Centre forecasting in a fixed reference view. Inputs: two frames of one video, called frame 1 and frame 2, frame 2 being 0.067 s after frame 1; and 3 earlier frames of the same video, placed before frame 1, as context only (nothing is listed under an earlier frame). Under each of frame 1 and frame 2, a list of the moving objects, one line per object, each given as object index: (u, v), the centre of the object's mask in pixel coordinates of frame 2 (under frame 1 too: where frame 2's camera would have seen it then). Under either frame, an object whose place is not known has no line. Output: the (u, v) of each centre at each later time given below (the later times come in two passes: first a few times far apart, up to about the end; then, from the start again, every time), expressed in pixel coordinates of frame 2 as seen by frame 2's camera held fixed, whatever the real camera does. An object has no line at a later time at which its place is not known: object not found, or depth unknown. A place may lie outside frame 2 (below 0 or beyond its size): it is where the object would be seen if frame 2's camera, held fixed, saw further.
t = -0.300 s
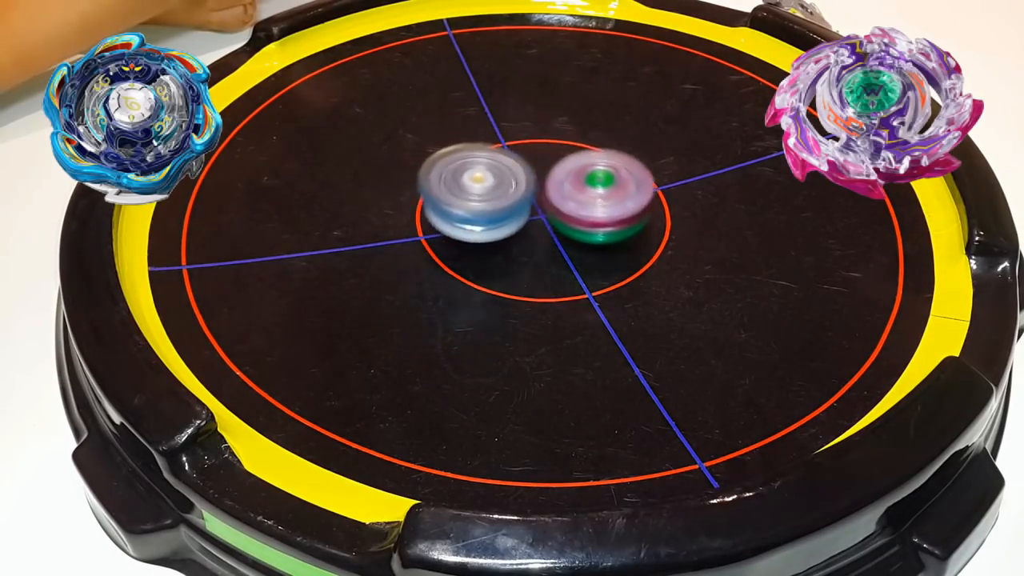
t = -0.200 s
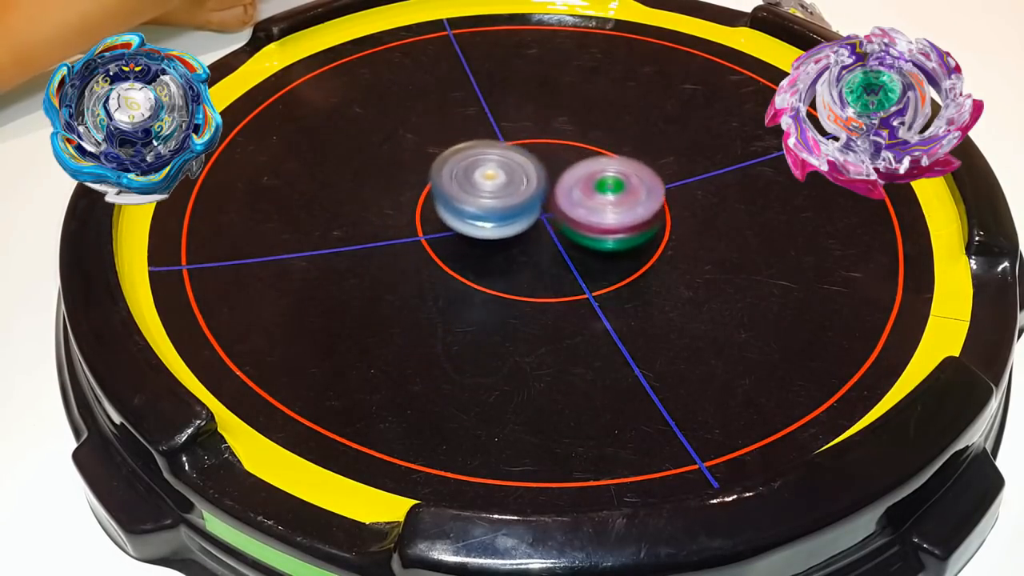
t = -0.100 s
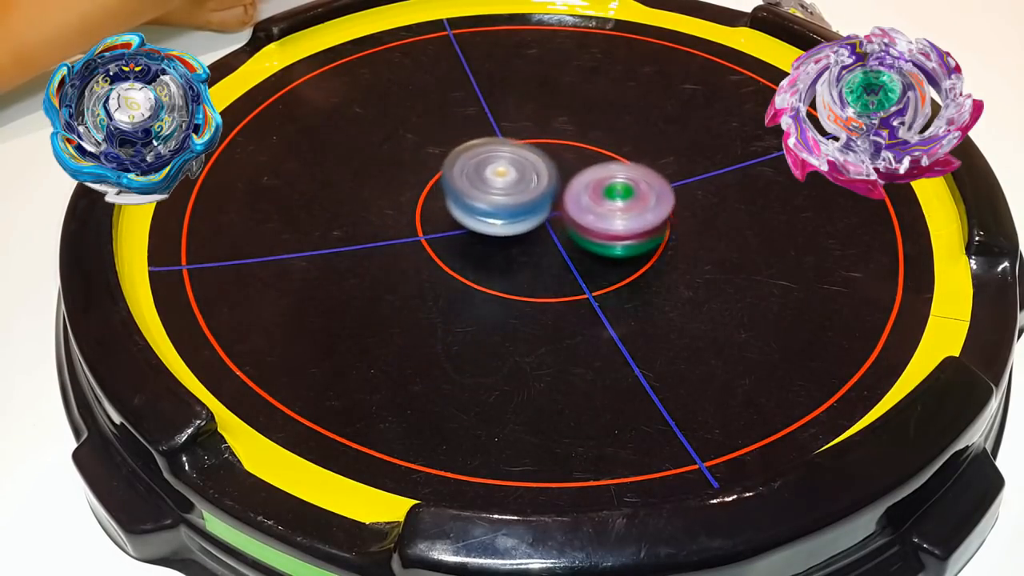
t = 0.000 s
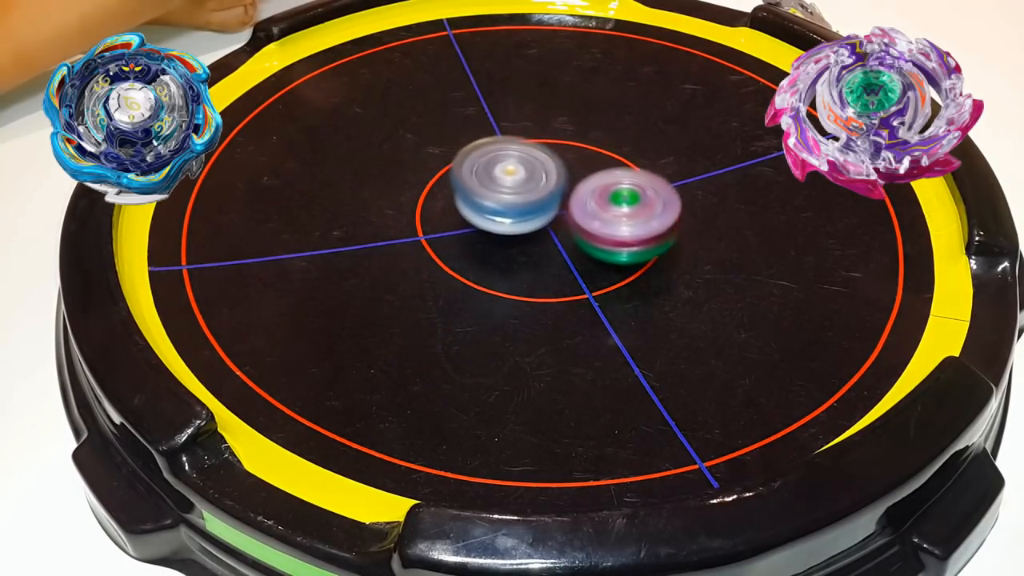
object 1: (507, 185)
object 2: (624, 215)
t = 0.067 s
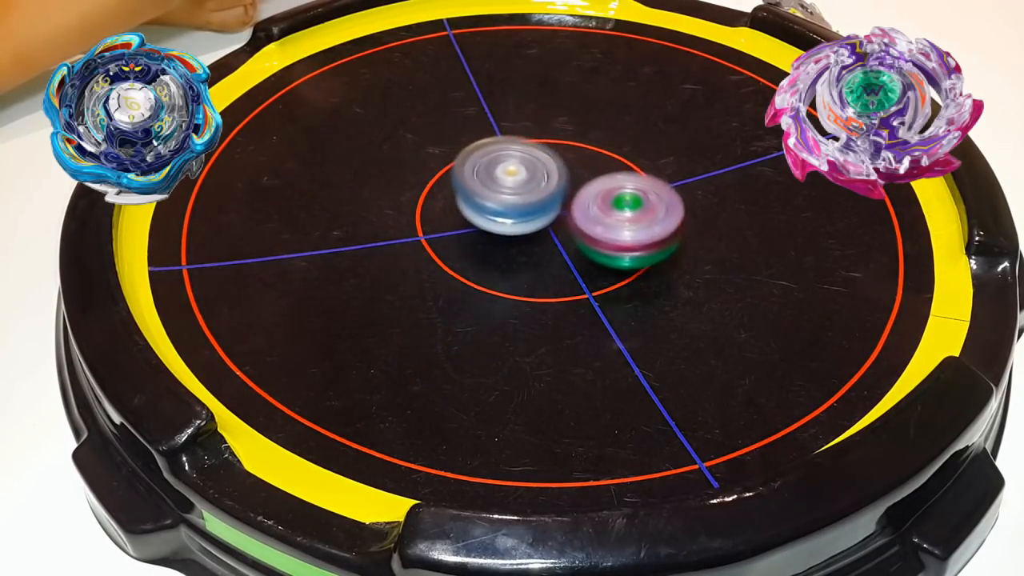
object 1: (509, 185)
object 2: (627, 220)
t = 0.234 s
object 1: (517, 185)
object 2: (626, 229)
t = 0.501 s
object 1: (532, 177)
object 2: (621, 240)
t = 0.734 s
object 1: (532, 163)
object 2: (598, 241)
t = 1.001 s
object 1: (528, 155)
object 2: (569, 234)
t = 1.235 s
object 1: (524, 145)
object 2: (555, 224)
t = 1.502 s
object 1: (516, 128)
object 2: (547, 207)
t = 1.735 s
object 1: (509, 117)
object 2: (546, 193)
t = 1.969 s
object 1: (501, 101)
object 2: (537, 178)
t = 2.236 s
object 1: (521, 90)
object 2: (527, 175)
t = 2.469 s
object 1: (528, 94)
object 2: (516, 178)
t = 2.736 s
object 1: (545, 98)
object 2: (513, 179)
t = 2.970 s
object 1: (563, 108)
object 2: (526, 182)
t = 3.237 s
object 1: (573, 127)
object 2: (520, 199)
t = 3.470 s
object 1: (577, 139)
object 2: (515, 207)
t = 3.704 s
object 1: (581, 149)
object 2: (504, 211)
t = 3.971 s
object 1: (589, 160)
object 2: (492, 209)
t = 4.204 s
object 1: (594, 159)
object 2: (490, 197)
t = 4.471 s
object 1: (614, 157)
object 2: (487, 182)
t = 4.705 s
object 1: (646, 162)
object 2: (477, 173)
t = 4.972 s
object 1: (648, 172)
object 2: (501, 166)
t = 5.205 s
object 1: (642, 186)
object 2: (529, 166)
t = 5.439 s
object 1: (636, 207)
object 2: (539, 165)
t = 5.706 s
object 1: (621, 227)
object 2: (553, 163)
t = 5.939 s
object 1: (596, 236)
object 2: (566, 159)
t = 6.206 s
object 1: (554, 236)
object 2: (575, 159)
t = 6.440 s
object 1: (516, 225)
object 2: (577, 160)
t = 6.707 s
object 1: (482, 203)
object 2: (579, 162)
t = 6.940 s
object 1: (464, 181)
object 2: (580, 167)
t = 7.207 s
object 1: (473, 157)
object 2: (590, 164)
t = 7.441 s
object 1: (481, 139)
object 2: (593, 163)
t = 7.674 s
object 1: (489, 126)
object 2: (589, 169)
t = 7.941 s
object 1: (507, 112)
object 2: (572, 185)
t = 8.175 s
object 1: (528, 110)
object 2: (551, 203)
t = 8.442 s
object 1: (546, 121)
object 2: (520, 204)
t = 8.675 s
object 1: (558, 135)
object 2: (493, 200)
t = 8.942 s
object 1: (568, 147)
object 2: (458, 193)
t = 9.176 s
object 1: (574, 156)
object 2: (444, 179)
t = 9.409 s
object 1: (572, 168)
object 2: (458, 163)
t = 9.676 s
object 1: (583, 193)
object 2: (481, 155)
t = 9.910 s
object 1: (577, 217)
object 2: (507, 155)
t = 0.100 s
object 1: (509, 185)
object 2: (627, 222)
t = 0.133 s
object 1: (510, 185)
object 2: (628, 224)
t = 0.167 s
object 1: (512, 185)
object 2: (628, 225)
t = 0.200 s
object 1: (514, 186)
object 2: (627, 227)
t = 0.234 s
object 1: (517, 185)
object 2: (626, 229)
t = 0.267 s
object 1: (519, 184)
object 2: (626, 230)
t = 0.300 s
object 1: (522, 183)
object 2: (626, 232)
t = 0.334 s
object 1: (524, 182)
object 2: (625, 234)
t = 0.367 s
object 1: (527, 180)
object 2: (625, 235)
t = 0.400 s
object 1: (529, 179)
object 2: (623, 236)
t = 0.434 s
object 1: (530, 178)
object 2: (624, 238)
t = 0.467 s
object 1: (531, 178)
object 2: (623, 240)
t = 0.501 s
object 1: (532, 177)
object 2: (621, 240)
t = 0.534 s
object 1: (533, 175)
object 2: (619, 241)
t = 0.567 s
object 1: (535, 173)
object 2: (617, 242)
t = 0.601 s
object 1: (537, 171)
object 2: (614, 242)
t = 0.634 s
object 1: (537, 169)
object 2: (611, 242)
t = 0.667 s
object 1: (534, 167)
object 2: (606, 242)
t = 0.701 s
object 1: (533, 165)
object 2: (602, 242)
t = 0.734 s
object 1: (532, 163)
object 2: (598, 241)
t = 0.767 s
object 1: (532, 162)
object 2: (594, 241)
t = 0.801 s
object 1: (531, 161)
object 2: (590, 240)
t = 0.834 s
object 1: (530, 160)
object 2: (587, 240)
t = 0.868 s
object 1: (530, 159)
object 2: (584, 239)
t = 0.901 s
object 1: (529, 159)
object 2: (582, 238)
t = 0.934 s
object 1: (529, 158)
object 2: (578, 237)
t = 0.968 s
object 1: (528, 157)
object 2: (573, 234)
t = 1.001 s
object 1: (528, 155)
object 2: (569, 234)
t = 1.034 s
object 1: (526, 154)
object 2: (566, 233)
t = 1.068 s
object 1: (527, 153)
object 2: (563, 232)
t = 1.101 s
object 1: (527, 151)
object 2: (560, 232)
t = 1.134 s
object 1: (526, 149)
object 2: (559, 231)
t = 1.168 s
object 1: (525, 148)
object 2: (558, 230)
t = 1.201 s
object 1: (525, 146)
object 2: (556, 227)
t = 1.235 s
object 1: (524, 145)
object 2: (555, 224)
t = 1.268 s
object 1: (523, 142)
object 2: (554, 223)
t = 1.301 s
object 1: (521, 139)
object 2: (554, 223)
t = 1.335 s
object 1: (519, 136)
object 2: (553, 221)
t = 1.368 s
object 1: (519, 134)
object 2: (552, 218)
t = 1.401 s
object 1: (518, 132)
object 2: (551, 216)
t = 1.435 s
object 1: (517, 131)
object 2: (550, 212)
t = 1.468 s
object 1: (517, 130)
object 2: (548, 209)
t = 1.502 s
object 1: (516, 128)
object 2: (547, 207)
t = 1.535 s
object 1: (515, 126)
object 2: (546, 205)
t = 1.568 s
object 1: (514, 124)
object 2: (546, 203)
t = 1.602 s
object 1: (513, 123)
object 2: (545, 201)
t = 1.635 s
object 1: (512, 121)
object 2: (545, 200)
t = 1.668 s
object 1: (509, 120)
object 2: (545, 198)
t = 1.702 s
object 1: (509, 118)
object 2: (546, 195)
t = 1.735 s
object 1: (509, 117)
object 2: (546, 193)
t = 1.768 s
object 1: (507, 113)
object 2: (547, 193)
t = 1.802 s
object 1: (505, 110)
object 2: (547, 191)
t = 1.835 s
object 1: (503, 107)
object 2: (547, 189)
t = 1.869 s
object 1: (503, 106)
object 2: (545, 186)
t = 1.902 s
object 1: (502, 104)
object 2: (542, 182)
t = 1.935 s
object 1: (501, 103)
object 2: (538, 178)
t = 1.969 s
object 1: (501, 101)
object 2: (537, 178)
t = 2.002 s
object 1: (502, 100)
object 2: (538, 178)
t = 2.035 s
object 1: (502, 99)
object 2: (539, 176)
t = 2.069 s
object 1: (502, 97)
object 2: (538, 173)
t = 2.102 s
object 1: (505, 95)
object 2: (536, 172)
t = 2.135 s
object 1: (511, 92)
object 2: (534, 174)
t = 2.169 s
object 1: (516, 91)
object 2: (532, 175)
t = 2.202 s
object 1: (519, 90)
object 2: (530, 175)
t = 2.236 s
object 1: (521, 90)
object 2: (527, 175)
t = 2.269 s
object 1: (523, 89)
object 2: (525, 175)
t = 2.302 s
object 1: (525, 90)
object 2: (523, 175)
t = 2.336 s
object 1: (526, 90)
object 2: (522, 176)
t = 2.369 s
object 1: (527, 91)
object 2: (520, 176)
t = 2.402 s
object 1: (527, 92)
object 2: (518, 177)
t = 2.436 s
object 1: (528, 93)
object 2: (517, 177)
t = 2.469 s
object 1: (528, 94)
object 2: (516, 178)
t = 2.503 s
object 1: (528, 96)
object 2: (514, 178)
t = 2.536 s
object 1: (529, 97)
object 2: (514, 179)
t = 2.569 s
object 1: (529, 97)
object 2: (513, 179)
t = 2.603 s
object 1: (531, 97)
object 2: (513, 179)
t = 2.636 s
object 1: (535, 96)
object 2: (513, 179)
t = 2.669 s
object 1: (539, 96)
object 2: (513, 179)
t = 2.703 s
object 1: (543, 96)
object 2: (513, 179)
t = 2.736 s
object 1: (545, 98)
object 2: (513, 179)
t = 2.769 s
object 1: (548, 99)
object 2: (514, 180)
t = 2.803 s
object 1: (551, 100)
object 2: (514, 181)
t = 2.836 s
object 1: (553, 103)
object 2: (515, 181)
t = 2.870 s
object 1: (555, 104)
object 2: (517, 181)
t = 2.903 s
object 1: (557, 106)
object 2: (522, 180)
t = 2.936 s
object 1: (560, 107)
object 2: (526, 180)
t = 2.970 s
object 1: (563, 108)
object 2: (526, 182)
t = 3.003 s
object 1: (565, 110)
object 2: (525, 185)
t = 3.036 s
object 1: (566, 113)
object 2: (523, 188)
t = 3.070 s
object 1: (567, 115)
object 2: (522, 190)
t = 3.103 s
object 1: (568, 118)
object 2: (522, 191)
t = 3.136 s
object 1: (569, 121)
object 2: (522, 193)
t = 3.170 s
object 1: (571, 123)
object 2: (521, 195)
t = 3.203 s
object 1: (572, 125)
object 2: (520, 198)
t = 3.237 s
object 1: (573, 127)
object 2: (520, 199)
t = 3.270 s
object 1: (574, 129)
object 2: (519, 200)
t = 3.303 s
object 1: (574, 131)
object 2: (519, 202)
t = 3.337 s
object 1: (574, 132)
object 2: (519, 203)
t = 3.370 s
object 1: (575, 134)
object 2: (518, 204)
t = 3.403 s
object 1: (576, 136)
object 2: (517, 205)
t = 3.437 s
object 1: (576, 137)
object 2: (516, 206)
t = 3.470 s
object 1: (577, 139)
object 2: (515, 207)
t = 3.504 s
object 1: (578, 140)
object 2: (514, 208)
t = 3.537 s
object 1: (578, 142)
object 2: (512, 208)
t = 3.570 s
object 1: (579, 143)
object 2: (510, 209)
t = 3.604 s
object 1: (580, 145)
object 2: (508, 211)
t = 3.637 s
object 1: (581, 146)
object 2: (506, 211)
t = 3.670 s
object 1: (581, 147)
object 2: (505, 211)
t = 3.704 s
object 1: (581, 149)
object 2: (504, 211)
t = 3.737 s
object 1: (581, 150)
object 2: (503, 211)
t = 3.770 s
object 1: (581, 152)
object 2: (501, 211)
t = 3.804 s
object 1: (582, 153)
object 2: (499, 210)
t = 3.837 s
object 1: (583, 155)
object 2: (498, 210)
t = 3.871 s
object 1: (584, 156)
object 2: (497, 210)
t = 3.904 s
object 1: (585, 158)
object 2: (496, 210)
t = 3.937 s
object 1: (586, 159)
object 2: (495, 209)
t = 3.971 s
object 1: (589, 160)
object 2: (492, 209)
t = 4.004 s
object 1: (591, 161)
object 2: (491, 208)
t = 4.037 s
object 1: (593, 160)
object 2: (490, 207)
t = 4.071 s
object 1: (593, 159)
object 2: (490, 205)
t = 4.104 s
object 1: (594, 159)
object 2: (490, 204)
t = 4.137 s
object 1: (594, 159)
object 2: (489, 202)
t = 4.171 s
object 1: (594, 159)
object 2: (489, 199)
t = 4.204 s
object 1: (594, 159)
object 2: (490, 197)
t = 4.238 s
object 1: (595, 159)
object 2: (490, 194)
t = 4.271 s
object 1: (596, 158)
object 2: (489, 192)
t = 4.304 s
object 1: (598, 158)
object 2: (489, 190)
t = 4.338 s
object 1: (599, 158)
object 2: (488, 189)
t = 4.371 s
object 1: (600, 157)
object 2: (488, 187)
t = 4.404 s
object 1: (600, 157)
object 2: (490, 186)
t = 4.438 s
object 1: (602, 157)
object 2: (493, 184)
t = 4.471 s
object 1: (614, 157)
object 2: (487, 182)
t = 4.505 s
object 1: (625, 159)
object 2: (480, 180)
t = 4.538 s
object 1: (633, 159)
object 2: (475, 179)
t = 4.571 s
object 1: (637, 160)
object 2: (474, 178)
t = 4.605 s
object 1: (640, 161)
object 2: (474, 176)
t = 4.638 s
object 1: (643, 161)
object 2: (474, 175)
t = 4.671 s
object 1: (644, 162)
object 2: (475, 174)
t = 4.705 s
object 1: (646, 162)
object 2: (477, 173)
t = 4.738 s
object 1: (647, 163)
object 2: (478, 172)
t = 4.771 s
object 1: (648, 164)
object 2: (480, 171)
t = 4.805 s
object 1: (648, 165)
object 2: (483, 170)
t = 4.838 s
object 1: (649, 166)
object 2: (486, 169)
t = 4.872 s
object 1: (649, 167)
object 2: (490, 168)
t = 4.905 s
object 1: (649, 169)
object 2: (493, 167)
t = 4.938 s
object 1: (649, 171)
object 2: (497, 167)
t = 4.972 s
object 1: (648, 172)
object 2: (501, 166)
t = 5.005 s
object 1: (647, 174)
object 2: (505, 166)
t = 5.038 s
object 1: (646, 176)
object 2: (511, 166)
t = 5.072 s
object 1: (644, 178)
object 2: (515, 166)
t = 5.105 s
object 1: (642, 179)
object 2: (520, 166)
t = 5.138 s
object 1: (640, 181)
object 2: (525, 166)
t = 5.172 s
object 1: (639, 183)
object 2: (529, 166)
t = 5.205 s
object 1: (642, 186)
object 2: (529, 166)
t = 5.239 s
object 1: (642, 188)
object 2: (531, 166)
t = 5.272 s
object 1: (642, 191)
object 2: (533, 166)
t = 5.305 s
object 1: (641, 194)
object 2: (534, 165)
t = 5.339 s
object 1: (639, 197)
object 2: (535, 164)
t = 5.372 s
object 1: (638, 200)
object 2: (537, 164)
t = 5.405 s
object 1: (638, 204)
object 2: (538, 165)
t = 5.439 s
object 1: (636, 207)
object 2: (539, 165)
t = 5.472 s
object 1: (635, 210)
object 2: (541, 165)
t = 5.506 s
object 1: (634, 213)
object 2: (543, 164)
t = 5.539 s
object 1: (632, 216)
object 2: (544, 164)
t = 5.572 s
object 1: (630, 219)
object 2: (546, 164)
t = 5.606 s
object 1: (628, 221)
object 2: (547, 164)
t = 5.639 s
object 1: (626, 223)
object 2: (549, 164)
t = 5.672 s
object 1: (624, 226)
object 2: (551, 163)
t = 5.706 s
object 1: (621, 227)
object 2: (553, 163)
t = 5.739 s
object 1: (619, 229)
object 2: (555, 162)
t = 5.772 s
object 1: (616, 230)
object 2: (557, 161)
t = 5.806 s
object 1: (612, 231)
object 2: (559, 161)
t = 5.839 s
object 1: (608, 233)
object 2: (561, 160)
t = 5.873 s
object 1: (605, 234)
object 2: (562, 159)
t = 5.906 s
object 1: (601, 235)
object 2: (564, 159)
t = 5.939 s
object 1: (596, 236)
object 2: (566, 159)
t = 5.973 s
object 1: (591, 236)
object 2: (566, 159)
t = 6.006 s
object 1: (585, 237)
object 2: (568, 158)
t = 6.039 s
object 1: (581, 238)
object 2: (568, 158)
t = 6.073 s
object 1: (576, 238)
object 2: (569, 157)
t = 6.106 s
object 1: (571, 238)
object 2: (571, 158)
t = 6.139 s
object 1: (565, 237)
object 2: (573, 159)
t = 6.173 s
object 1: (559, 237)
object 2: (575, 159)
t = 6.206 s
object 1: (554, 236)
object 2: (575, 159)
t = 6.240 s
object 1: (548, 235)
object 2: (576, 159)
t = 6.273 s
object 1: (542, 234)
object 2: (576, 159)
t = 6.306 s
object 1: (537, 233)
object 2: (576, 160)
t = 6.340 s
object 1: (532, 231)
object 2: (577, 160)
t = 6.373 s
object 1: (526, 230)
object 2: (577, 160)
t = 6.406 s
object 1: (522, 227)
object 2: (577, 160)
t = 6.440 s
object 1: (516, 225)
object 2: (577, 160)
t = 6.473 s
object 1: (511, 222)
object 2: (577, 161)
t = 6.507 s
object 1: (506, 219)
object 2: (577, 160)
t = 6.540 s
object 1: (502, 217)
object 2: (577, 161)
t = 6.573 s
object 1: (497, 214)
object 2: (577, 161)
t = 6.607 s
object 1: (493, 211)
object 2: (578, 161)
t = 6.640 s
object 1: (489, 208)
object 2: (578, 162)
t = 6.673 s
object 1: (485, 205)
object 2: (578, 162)
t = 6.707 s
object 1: (482, 203)
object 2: (579, 162)
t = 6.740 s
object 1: (479, 200)
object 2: (578, 162)
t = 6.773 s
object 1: (476, 196)
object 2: (578, 163)
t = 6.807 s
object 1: (471, 193)
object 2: (579, 164)
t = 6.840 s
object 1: (468, 189)
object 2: (580, 164)
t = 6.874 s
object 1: (467, 186)
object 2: (580, 165)
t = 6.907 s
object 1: (465, 183)
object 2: (581, 166)
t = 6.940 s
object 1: (464, 181)
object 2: (580, 167)
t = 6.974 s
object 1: (464, 177)
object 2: (581, 168)
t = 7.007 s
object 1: (465, 174)
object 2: (584, 167)
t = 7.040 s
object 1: (465, 171)
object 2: (585, 167)
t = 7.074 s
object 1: (467, 168)
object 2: (586, 166)
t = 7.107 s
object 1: (469, 165)
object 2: (587, 166)
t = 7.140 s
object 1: (470, 162)
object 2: (590, 165)
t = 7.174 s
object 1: (472, 160)
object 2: (591, 164)
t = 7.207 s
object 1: (473, 157)
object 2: (590, 164)
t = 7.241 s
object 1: (472, 154)
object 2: (591, 164)
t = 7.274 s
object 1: (474, 151)
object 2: (591, 165)
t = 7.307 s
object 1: (475, 149)
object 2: (592, 164)
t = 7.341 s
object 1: (477, 147)
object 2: (594, 163)
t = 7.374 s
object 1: (479, 145)
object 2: (594, 163)
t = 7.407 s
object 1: (481, 143)
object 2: (593, 163)
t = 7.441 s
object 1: (481, 139)
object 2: (593, 163)
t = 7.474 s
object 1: (482, 137)
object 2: (593, 164)
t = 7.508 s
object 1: (483, 135)
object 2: (593, 164)
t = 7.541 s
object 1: (483, 133)
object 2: (594, 165)
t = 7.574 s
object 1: (484, 131)
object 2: (593, 165)
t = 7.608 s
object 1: (486, 129)
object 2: (591, 166)
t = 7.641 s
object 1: (487, 127)
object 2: (591, 167)
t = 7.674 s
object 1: (489, 126)
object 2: (589, 169)
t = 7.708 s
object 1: (490, 124)
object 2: (586, 171)
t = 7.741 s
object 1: (492, 122)
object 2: (584, 173)
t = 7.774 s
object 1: (494, 121)
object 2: (582, 175)
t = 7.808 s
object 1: (496, 119)
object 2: (581, 176)
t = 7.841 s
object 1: (499, 118)
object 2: (578, 178)
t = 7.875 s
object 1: (502, 117)
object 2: (575, 179)
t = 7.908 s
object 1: (504, 115)
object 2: (572, 180)
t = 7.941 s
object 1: (507, 112)
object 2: (572, 185)
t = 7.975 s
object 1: (510, 111)
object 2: (572, 190)
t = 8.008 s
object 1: (514, 110)
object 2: (570, 192)
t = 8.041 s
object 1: (517, 110)
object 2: (566, 194)
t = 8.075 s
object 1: (519, 110)
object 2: (562, 197)
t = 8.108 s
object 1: (522, 109)
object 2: (559, 199)
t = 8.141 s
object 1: (524, 109)
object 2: (556, 202)
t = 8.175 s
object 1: (528, 110)
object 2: (551, 203)
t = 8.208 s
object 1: (531, 110)
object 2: (548, 204)
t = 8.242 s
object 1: (533, 111)
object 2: (544, 205)
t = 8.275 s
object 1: (536, 113)
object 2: (540, 206)
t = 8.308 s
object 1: (539, 114)
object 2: (535, 206)
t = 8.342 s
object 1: (541, 116)
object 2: (531, 206)
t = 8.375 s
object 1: (543, 118)
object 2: (527, 206)
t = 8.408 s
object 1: (545, 120)
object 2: (523, 205)
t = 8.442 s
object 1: (546, 121)
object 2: (520, 204)
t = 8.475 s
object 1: (548, 123)
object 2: (516, 202)
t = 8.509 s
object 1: (549, 125)
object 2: (512, 201)
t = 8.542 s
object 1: (551, 127)
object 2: (507, 201)
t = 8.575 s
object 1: (553, 130)
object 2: (503, 201)
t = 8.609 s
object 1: (556, 132)
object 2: (499, 201)
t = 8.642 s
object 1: (558, 134)
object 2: (496, 201)
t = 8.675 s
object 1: (558, 135)
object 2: (493, 200)
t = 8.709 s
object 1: (560, 137)
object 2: (487, 200)
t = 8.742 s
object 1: (560, 139)
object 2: (483, 200)
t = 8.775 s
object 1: (560, 140)
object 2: (480, 199)
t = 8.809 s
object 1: (560, 142)
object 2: (477, 197)
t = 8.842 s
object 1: (560, 144)
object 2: (474, 195)
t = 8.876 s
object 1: (560, 145)
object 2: (471, 194)
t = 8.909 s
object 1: (563, 146)
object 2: (464, 193)
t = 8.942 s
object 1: (568, 147)
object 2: (458, 193)
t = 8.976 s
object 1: (569, 147)
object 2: (453, 192)
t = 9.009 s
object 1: (571, 149)
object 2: (450, 190)
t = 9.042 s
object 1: (572, 150)
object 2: (449, 188)
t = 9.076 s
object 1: (573, 152)
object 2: (447, 186)
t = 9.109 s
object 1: (573, 153)
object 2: (445, 183)
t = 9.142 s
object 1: (574, 155)
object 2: (444, 181)
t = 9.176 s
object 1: (574, 156)
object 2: (444, 179)
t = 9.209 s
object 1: (573, 158)
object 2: (445, 176)
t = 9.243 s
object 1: (572, 160)
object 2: (446, 173)
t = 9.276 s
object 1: (571, 162)
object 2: (448, 171)
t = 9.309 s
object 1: (570, 163)
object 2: (450, 169)
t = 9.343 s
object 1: (571, 164)
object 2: (454, 167)
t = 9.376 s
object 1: (571, 166)
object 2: (457, 165)
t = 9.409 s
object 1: (572, 168)
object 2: (458, 163)
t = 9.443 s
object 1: (573, 172)
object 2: (460, 162)
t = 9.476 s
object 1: (573, 174)
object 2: (462, 161)
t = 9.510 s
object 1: (575, 177)
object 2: (464, 159)
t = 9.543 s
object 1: (577, 181)
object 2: (466, 158)
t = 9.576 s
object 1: (578, 183)
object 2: (470, 157)
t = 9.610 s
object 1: (580, 186)
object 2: (473, 156)
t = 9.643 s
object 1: (581, 189)
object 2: (477, 156)
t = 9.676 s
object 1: (583, 193)
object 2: (481, 155)
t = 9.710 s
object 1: (584, 196)
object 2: (484, 155)
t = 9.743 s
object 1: (584, 200)
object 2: (487, 154)
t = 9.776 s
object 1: (584, 203)
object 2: (492, 154)
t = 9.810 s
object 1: (584, 206)
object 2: (496, 155)
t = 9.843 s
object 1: (583, 209)
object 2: (500, 155)
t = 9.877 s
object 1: (581, 213)
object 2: (503, 155)
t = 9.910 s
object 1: (577, 217)
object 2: (507, 155)
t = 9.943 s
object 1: (575, 221)
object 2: (510, 156)
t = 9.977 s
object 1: (572, 226)
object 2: (513, 156)
